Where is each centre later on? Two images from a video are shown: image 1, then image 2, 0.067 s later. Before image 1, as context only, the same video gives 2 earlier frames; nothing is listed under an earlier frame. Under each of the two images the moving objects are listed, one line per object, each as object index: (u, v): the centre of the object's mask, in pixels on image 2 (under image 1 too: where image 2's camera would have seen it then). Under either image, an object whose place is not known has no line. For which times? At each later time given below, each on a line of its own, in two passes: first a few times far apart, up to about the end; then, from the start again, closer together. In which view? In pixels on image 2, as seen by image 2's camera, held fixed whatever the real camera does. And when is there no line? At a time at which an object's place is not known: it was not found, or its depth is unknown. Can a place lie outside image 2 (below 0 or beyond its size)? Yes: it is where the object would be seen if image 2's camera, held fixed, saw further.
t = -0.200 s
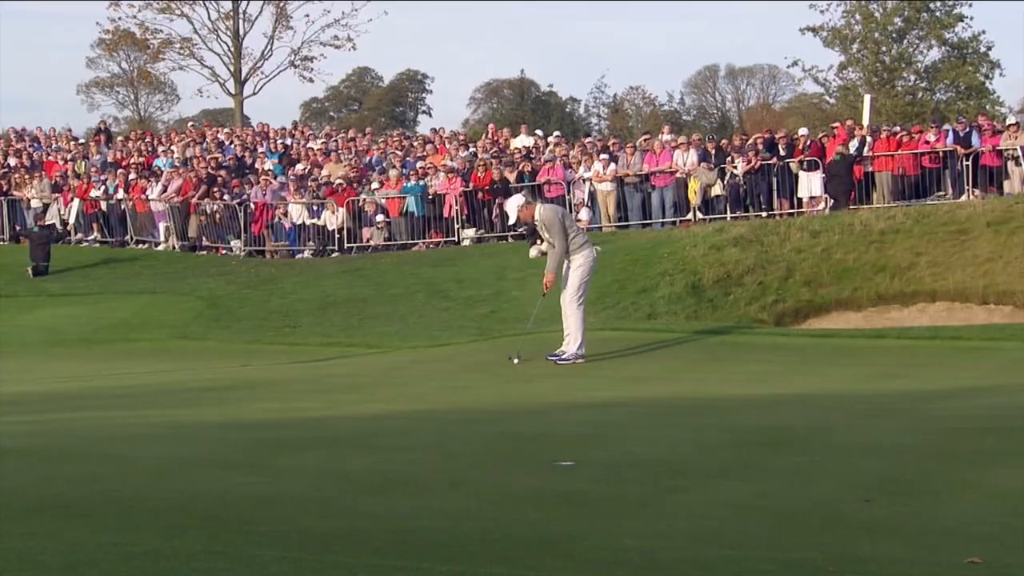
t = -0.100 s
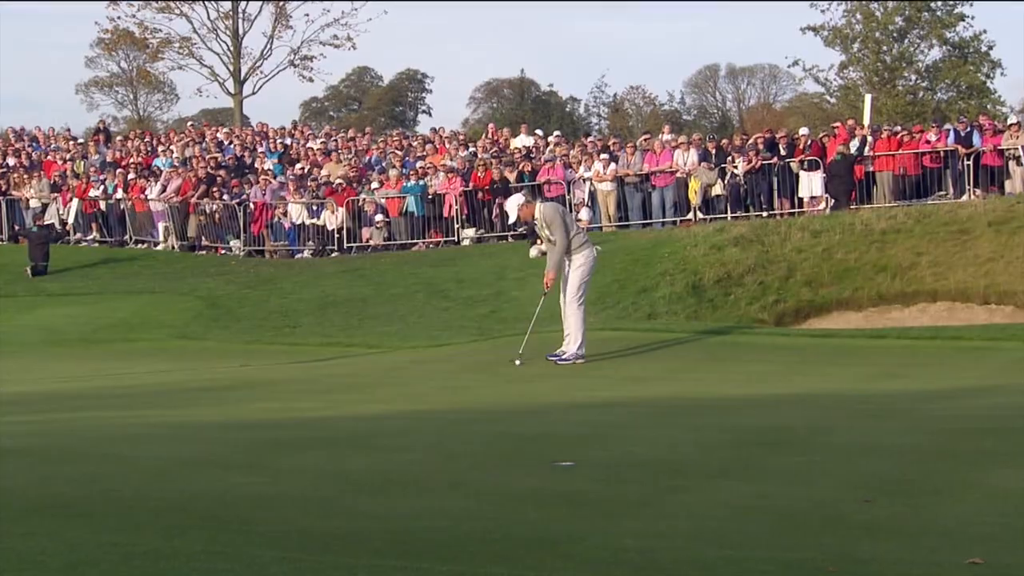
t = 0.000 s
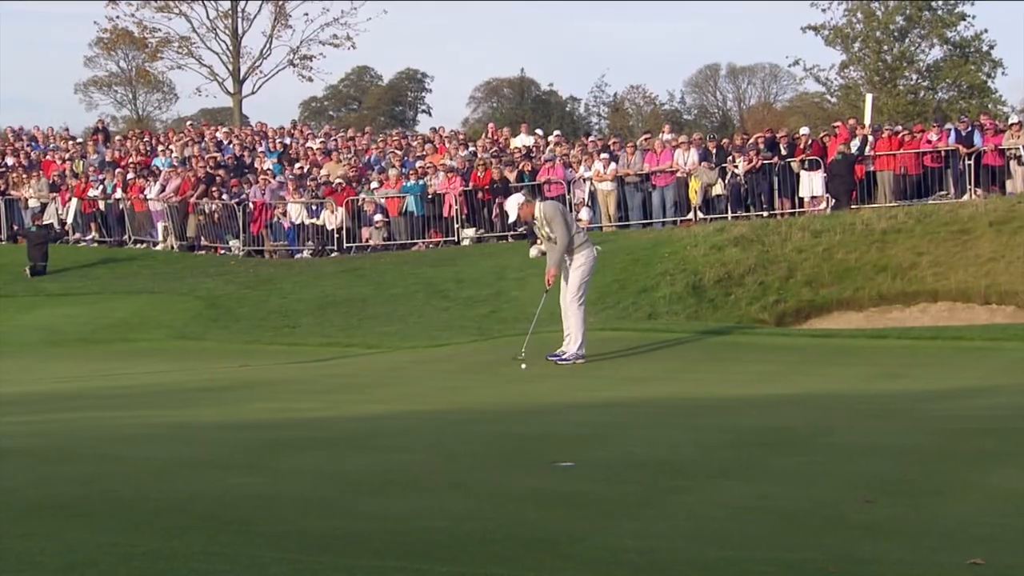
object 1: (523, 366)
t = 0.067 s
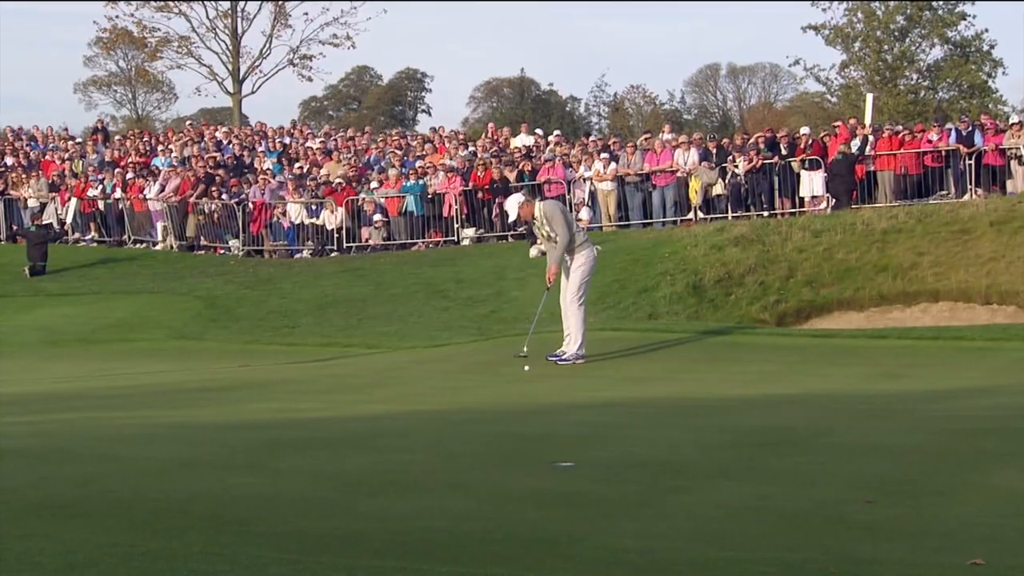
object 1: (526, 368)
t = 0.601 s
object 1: (550, 380)
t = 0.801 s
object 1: (558, 383)
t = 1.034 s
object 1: (567, 387)
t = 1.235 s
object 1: (575, 389)
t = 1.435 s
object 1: (583, 392)
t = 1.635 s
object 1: (591, 395)
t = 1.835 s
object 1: (599, 398)
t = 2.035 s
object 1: (605, 401)
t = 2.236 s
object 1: (610, 404)
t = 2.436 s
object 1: (615, 406)
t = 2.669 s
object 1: (619, 409)
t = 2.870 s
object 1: (621, 411)
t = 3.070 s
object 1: (623, 414)
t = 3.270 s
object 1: (624, 417)
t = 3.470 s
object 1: (623, 419)
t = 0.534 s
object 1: (547, 379)
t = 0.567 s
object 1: (548, 380)
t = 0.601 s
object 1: (550, 380)
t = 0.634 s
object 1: (550, 380)
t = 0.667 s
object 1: (552, 381)
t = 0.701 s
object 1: (554, 382)
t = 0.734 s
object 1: (555, 383)
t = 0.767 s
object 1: (556, 383)
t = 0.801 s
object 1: (558, 383)
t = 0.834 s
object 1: (559, 384)
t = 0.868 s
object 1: (560, 384)
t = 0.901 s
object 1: (562, 385)
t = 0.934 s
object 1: (563, 385)
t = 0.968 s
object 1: (564, 385)
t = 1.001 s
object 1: (566, 386)
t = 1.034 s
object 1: (567, 387)
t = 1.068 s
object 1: (569, 387)
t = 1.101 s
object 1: (570, 387)
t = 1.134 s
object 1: (571, 388)
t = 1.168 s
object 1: (573, 388)
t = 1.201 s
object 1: (574, 389)
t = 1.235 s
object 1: (575, 389)
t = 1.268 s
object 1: (577, 389)
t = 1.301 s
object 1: (579, 390)
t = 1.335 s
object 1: (579, 390)
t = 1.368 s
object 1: (581, 391)
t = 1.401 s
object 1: (582, 392)
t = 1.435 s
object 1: (583, 392)
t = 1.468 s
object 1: (585, 392)
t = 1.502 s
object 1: (586, 393)
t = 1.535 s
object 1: (587, 393)
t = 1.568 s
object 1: (588, 394)
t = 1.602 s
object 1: (590, 394)
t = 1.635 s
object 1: (591, 395)
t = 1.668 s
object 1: (593, 395)
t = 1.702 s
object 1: (594, 396)
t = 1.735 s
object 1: (595, 396)
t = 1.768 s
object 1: (597, 397)
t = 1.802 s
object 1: (598, 398)
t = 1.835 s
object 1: (599, 398)
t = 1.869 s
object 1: (600, 399)
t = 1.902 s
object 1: (602, 399)
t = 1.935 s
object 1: (602, 400)
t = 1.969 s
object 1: (603, 400)
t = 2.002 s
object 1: (605, 401)
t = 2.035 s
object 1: (605, 401)
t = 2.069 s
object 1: (606, 402)
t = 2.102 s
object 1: (607, 402)
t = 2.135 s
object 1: (608, 402)
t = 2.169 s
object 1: (609, 403)
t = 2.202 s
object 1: (610, 403)
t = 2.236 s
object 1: (610, 404)
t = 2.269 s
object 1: (611, 404)
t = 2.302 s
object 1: (612, 404)
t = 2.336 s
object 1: (613, 405)
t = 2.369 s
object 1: (613, 405)
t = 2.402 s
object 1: (614, 406)
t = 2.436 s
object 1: (615, 406)
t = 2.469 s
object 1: (615, 407)
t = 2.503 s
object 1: (616, 407)
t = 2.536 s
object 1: (617, 407)
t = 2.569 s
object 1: (617, 408)
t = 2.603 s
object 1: (618, 408)
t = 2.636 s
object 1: (618, 409)
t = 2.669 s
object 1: (619, 409)
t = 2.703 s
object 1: (619, 410)
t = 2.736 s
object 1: (620, 410)
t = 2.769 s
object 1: (620, 410)
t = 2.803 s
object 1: (621, 411)
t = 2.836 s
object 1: (621, 411)
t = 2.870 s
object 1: (621, 411)
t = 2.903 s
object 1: (622, 412)
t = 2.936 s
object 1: (622, 413)
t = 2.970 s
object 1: (622, 413)
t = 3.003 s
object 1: (623, 414)
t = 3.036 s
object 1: (623, 414)
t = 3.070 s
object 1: (623, 414)
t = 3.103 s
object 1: (623, 415)
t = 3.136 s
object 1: (623, 415)
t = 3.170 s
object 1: (623, 416)
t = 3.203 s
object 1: (624, 416)
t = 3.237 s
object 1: (624, 416)
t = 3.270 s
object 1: (624, 417)
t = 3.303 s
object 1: (624, 417)
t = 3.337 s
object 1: (624, 417)
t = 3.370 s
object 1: (624, 418)
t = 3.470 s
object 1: (623, 419)
